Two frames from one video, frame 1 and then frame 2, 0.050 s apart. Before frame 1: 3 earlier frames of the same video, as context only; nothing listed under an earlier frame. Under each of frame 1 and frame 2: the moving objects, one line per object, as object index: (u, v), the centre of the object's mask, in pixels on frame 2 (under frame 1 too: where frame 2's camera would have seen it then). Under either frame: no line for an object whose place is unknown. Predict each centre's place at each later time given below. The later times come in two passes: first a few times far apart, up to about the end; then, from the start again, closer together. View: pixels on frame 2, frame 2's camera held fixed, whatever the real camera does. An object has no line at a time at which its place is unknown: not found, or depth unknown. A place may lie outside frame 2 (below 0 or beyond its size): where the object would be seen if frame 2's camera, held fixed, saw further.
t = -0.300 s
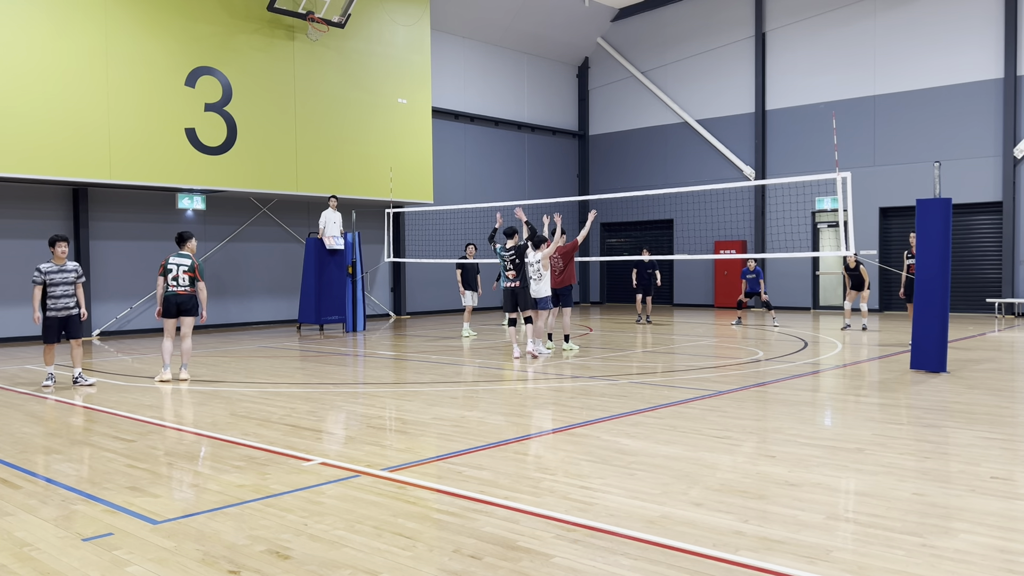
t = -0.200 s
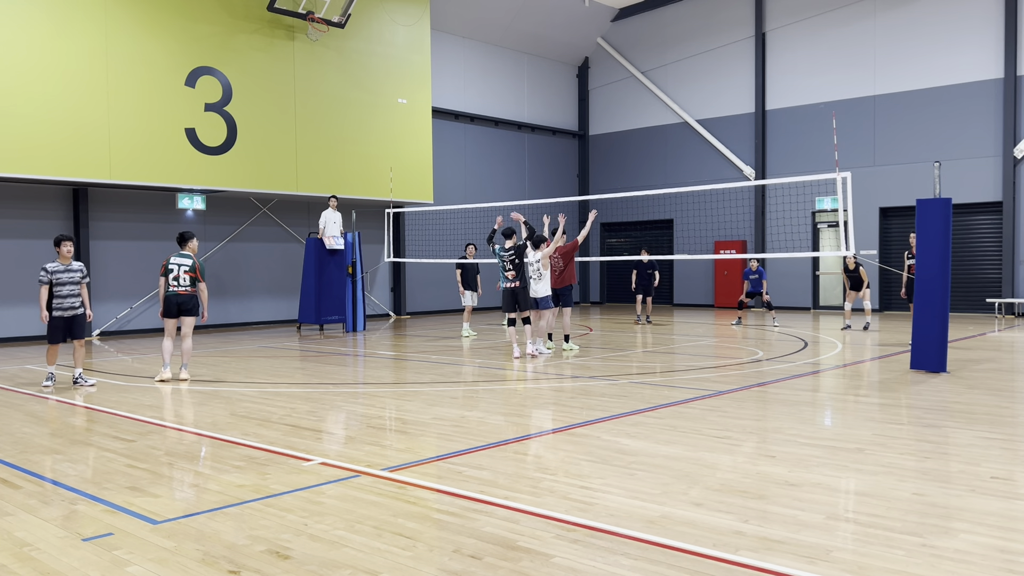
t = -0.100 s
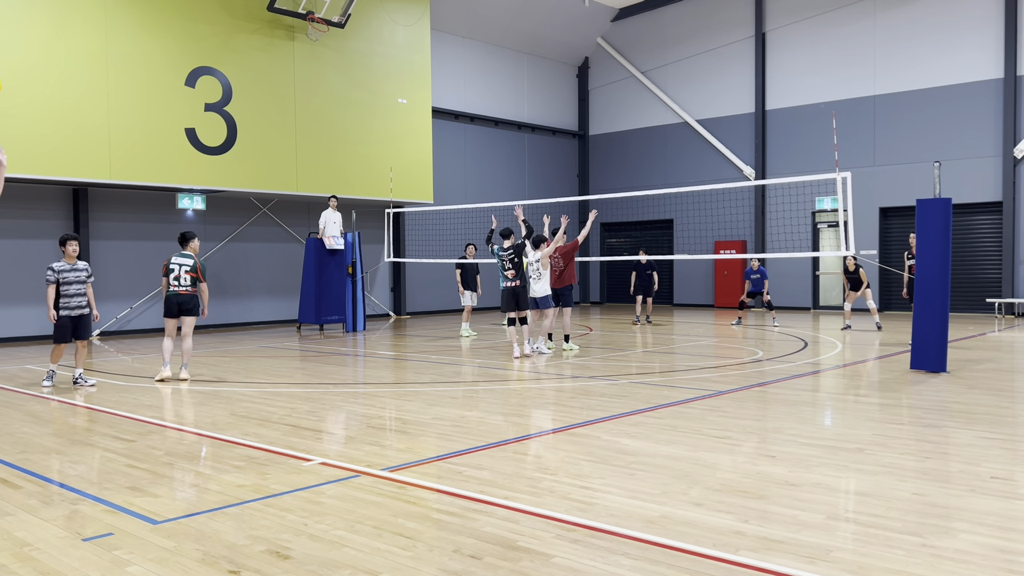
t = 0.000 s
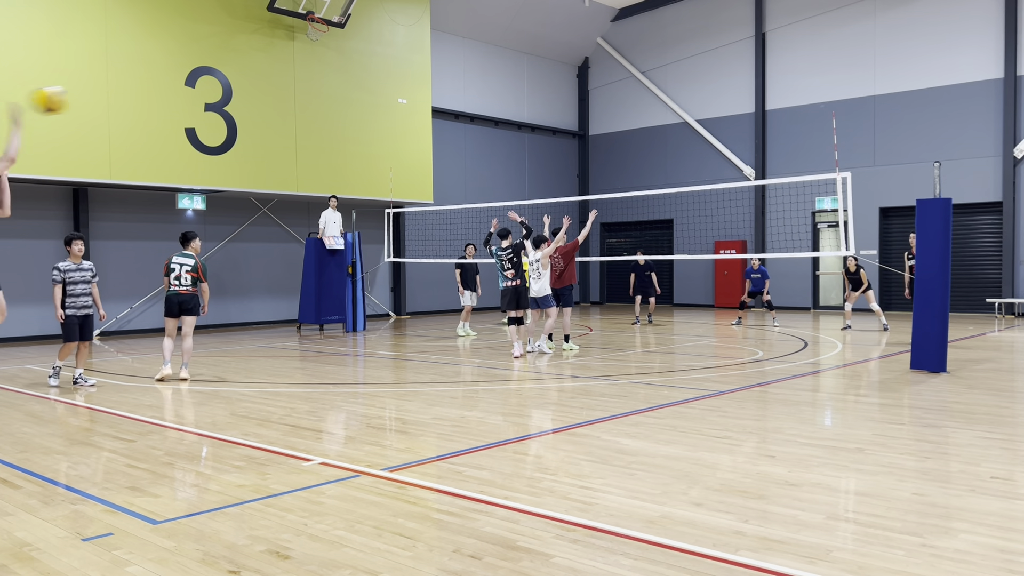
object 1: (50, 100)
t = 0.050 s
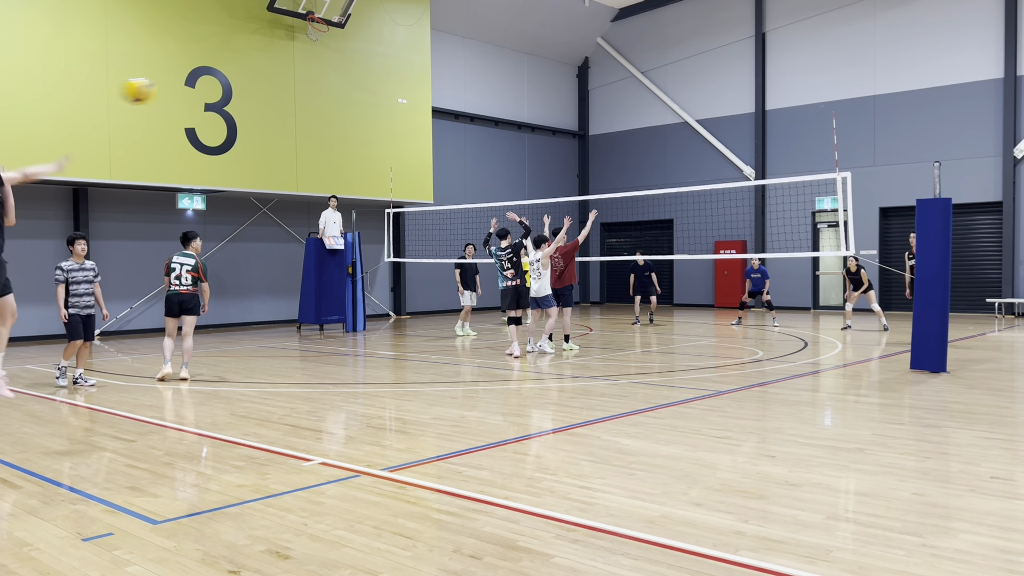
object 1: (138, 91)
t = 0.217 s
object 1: (343, 81)
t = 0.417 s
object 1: (484, 98)
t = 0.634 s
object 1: (584, 141)
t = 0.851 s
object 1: (653, 194)
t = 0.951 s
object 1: (679, 220)
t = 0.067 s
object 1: (165, 89)
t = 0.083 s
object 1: (189, 87)
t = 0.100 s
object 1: (212, 85)
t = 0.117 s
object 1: (234, 84)
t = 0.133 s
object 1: (255, 83)
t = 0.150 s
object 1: (274, 82)
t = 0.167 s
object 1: (292, 82)
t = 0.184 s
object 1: (310, 81)
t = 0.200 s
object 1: (327, 81)
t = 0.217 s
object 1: (343, 81)
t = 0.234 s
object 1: (358, 82)
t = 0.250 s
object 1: (372, 82)
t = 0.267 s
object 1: (385, 83)
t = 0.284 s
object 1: (398, 84)
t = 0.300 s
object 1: (410, 86)
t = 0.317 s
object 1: (422, 87)
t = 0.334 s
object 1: (433, 88)
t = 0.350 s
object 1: (444, 90)
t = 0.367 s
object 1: (454, 92)
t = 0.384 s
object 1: (465, 94)
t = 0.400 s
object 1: (474, 96)
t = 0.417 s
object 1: (484, 98)
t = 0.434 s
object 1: (493, 101)
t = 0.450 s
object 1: (502, 104)
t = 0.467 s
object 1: (511, 106)
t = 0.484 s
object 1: (519, 110)
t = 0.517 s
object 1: (535, 116)
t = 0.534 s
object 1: (542, 119)
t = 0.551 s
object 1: (550, 123)
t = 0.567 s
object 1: (557, 126)
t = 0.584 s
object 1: (564, 130)
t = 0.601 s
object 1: (571, 133)
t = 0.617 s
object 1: (578, 137)
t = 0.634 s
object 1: (584, 141)
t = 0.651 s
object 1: (590, 145)
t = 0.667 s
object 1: (596, 149)
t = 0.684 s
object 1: (602, 153)
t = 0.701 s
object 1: (608, 157)
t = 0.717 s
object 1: (613, 161)
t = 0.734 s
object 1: (618, 165)
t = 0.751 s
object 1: (624, 169)
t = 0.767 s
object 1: (629, 173)
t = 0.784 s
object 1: (634, 177)
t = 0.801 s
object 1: (639, 181)
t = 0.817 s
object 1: (644, 185)
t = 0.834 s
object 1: (648, 187)
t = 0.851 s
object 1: (653, 194)
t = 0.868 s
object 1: (658, 199)
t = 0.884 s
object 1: (662, 202)
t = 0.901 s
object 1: (667, 207)
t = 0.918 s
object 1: (671, 211)
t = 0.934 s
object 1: (675, 215)
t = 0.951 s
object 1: (679, 220)
